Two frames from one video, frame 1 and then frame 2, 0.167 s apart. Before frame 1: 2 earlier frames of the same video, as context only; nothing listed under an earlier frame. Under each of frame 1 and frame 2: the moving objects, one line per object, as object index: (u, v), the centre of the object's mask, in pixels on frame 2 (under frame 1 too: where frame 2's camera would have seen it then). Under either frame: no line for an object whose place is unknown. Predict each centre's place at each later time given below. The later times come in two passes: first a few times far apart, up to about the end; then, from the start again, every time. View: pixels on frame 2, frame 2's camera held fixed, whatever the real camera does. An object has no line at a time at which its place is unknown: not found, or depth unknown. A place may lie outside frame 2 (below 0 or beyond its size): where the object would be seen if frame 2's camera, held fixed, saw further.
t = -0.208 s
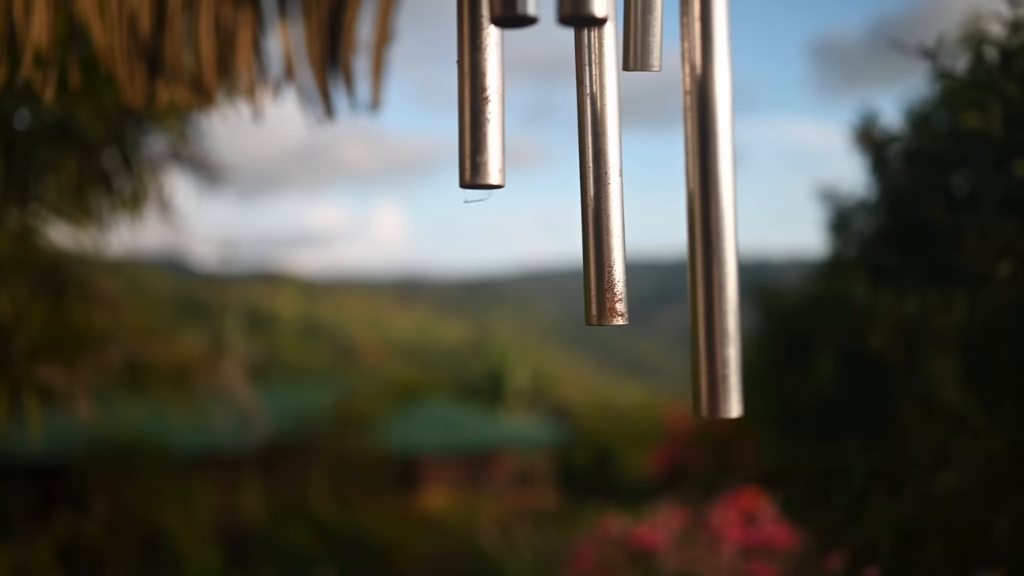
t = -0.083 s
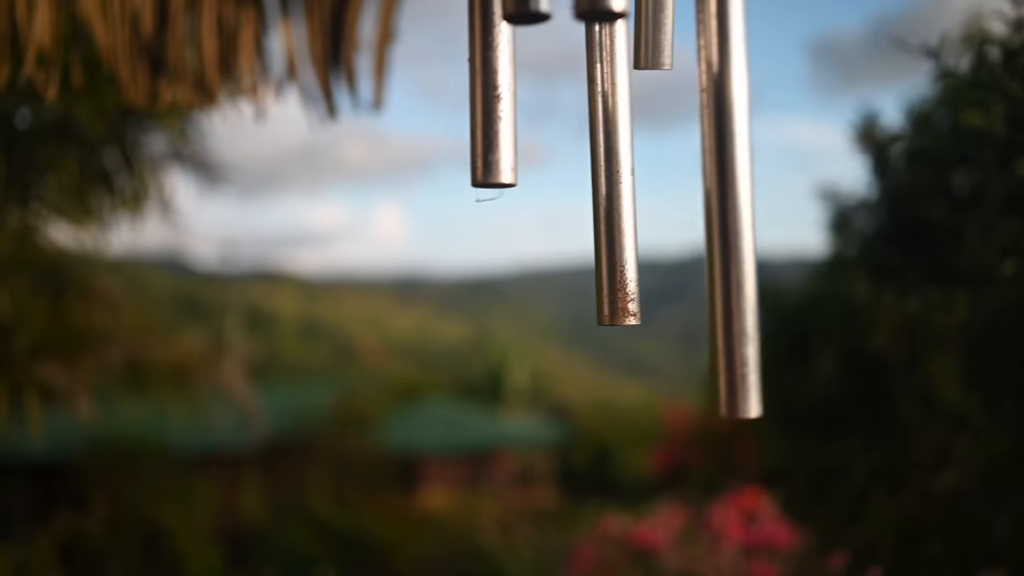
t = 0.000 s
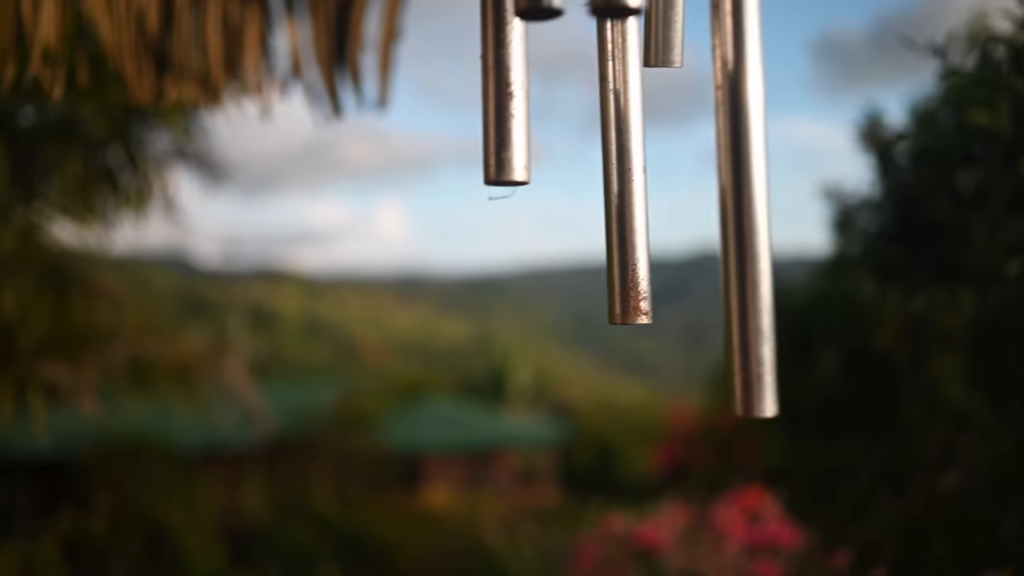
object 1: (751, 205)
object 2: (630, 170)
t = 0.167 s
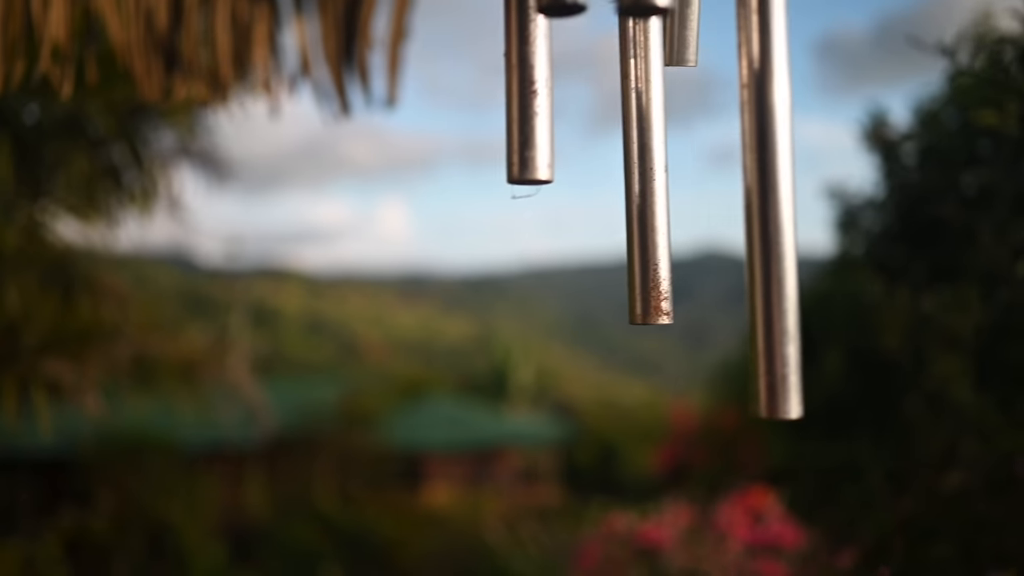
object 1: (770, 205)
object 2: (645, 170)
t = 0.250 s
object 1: (777, 209)
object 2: (653, 171)
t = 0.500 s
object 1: (797, 212)
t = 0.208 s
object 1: (774, 207)
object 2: (649, 171)
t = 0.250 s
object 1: (777, 209)
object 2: (653, 171)
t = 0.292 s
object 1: (780, 210)
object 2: (656, 171)
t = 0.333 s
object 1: (783, 211)
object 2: (660, 171)
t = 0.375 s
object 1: (786, 211)
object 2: (663, 172)
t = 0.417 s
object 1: (790, 211)
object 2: (667, 172)
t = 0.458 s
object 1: (792, 212)
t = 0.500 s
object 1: (797, 212)
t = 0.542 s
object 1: (801, 212)
